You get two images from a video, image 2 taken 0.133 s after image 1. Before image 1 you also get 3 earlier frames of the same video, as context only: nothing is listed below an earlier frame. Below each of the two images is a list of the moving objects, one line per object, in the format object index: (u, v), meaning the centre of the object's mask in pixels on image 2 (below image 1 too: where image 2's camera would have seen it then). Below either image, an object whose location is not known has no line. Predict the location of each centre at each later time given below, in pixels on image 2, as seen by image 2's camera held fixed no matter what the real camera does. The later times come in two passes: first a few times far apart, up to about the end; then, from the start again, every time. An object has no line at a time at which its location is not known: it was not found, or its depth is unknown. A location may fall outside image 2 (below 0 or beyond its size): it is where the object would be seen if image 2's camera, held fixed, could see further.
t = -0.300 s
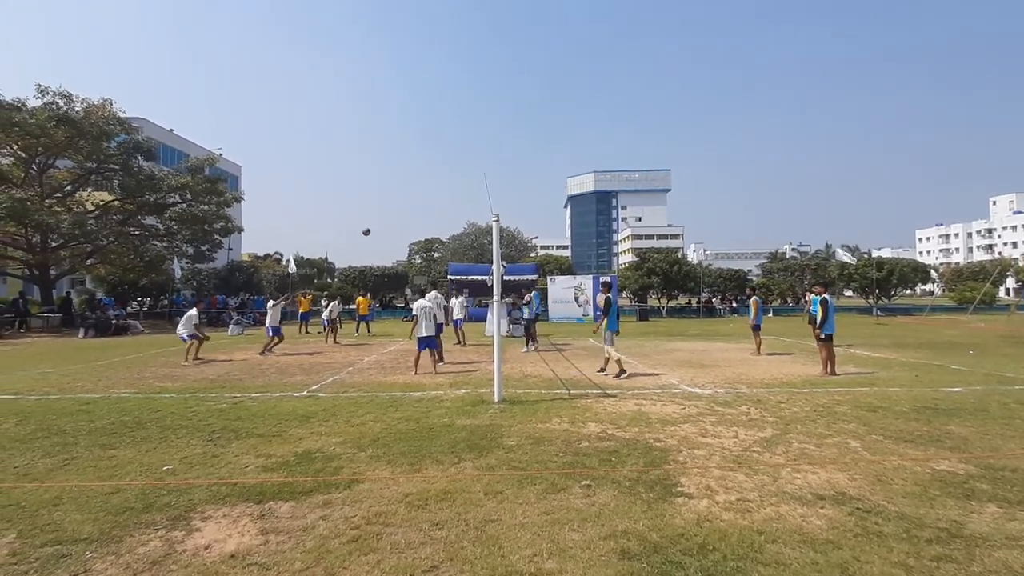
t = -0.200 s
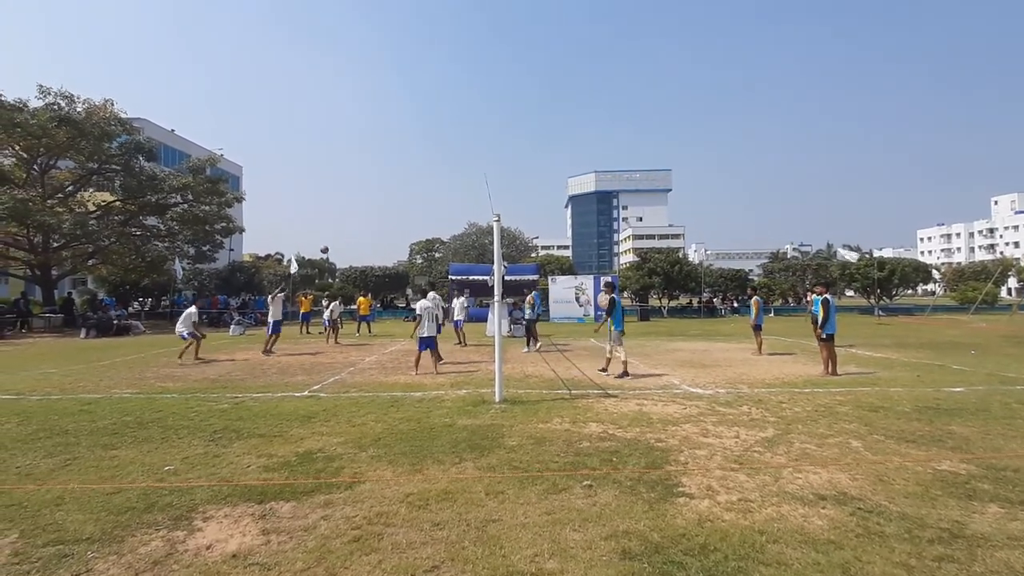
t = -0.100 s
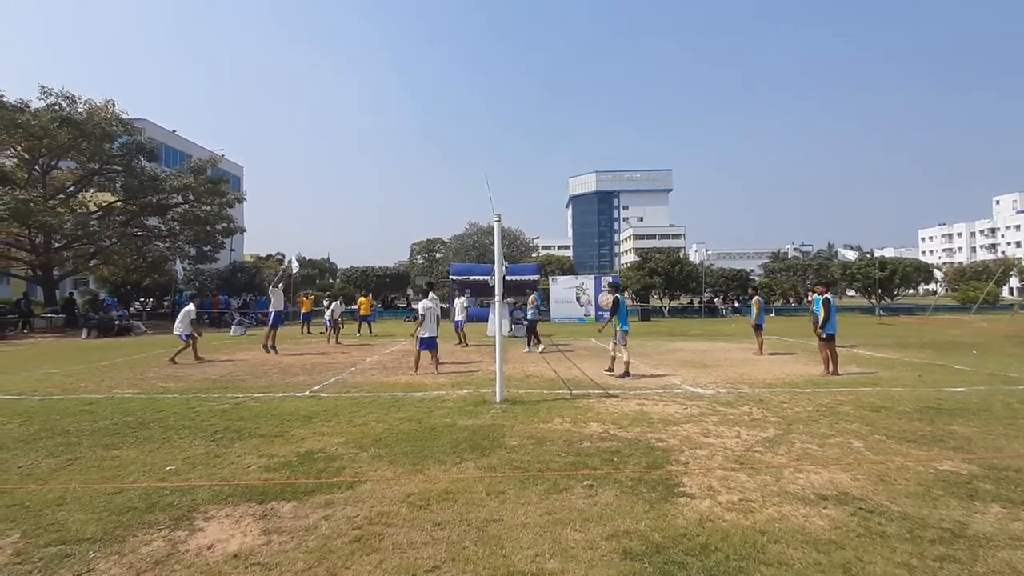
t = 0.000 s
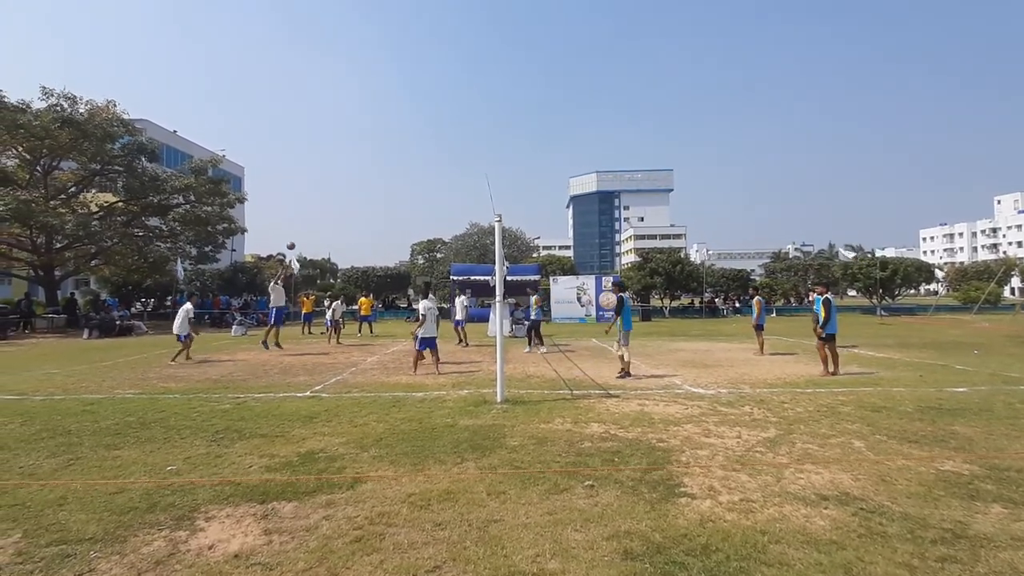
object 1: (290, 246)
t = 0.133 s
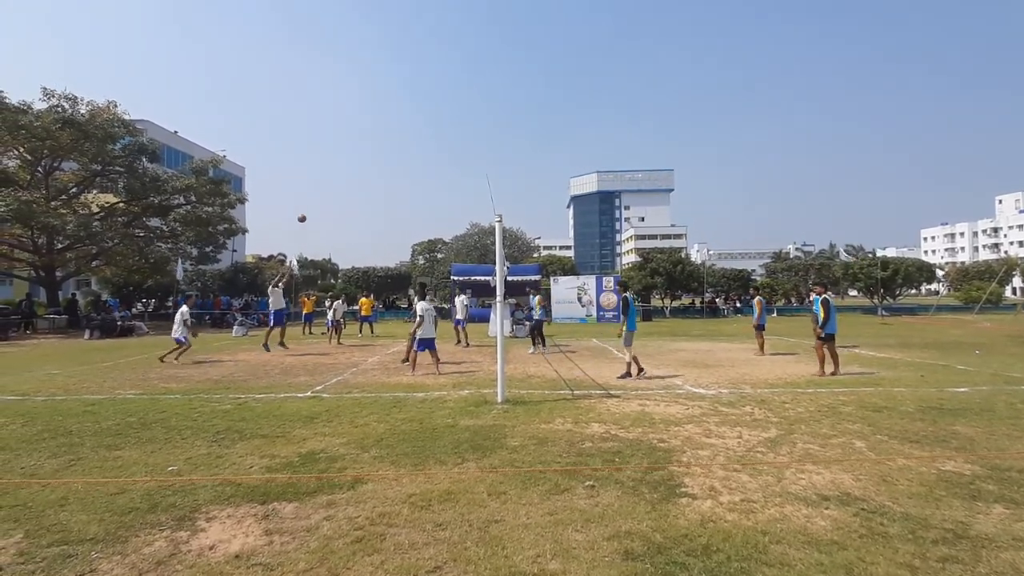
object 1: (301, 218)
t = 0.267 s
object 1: (311, 197)
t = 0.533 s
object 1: (331, 176)
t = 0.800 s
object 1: (351, 183)
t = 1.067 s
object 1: (370, 218)
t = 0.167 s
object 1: (304, 212)
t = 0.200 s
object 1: (306, 207)
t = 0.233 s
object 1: (309, 202)
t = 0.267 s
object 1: (311, 197)
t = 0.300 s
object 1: (314, 193)
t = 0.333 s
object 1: (316, 190)
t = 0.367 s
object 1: (319, 186)
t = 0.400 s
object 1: (321, 184)
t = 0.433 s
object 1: (324, 181)
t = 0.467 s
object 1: (326, 179)
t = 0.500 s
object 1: (329, 178)
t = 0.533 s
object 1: (331, 176)
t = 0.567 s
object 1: (334, 176)
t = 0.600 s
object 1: (336, 175)
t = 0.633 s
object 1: (338, 176)
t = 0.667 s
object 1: (341, 176)
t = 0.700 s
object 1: (343, 177)
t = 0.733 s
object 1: (346, 179)
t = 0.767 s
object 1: (348, 181)
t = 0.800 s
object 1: (351, 183)
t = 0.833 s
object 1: (353, 186)
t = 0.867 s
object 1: (355, 189)
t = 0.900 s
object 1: (358, 192)
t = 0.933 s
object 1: (360, 197)
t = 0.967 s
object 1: (363, 201)
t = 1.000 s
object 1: (365, 206)
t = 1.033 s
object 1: (368, 212)
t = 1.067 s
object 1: (370, 218)
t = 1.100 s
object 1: (373, 224)
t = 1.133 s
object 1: (375, 231)
